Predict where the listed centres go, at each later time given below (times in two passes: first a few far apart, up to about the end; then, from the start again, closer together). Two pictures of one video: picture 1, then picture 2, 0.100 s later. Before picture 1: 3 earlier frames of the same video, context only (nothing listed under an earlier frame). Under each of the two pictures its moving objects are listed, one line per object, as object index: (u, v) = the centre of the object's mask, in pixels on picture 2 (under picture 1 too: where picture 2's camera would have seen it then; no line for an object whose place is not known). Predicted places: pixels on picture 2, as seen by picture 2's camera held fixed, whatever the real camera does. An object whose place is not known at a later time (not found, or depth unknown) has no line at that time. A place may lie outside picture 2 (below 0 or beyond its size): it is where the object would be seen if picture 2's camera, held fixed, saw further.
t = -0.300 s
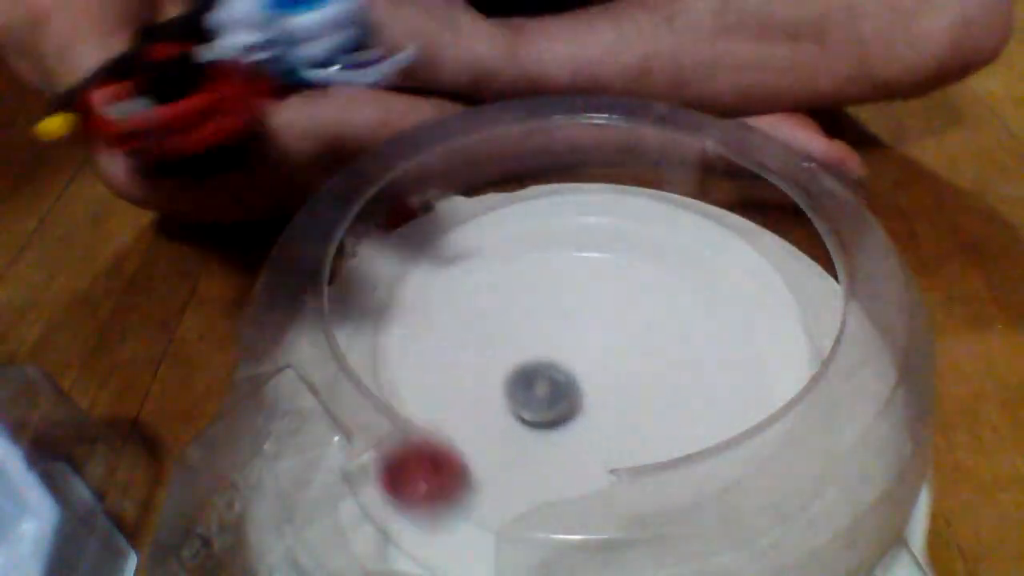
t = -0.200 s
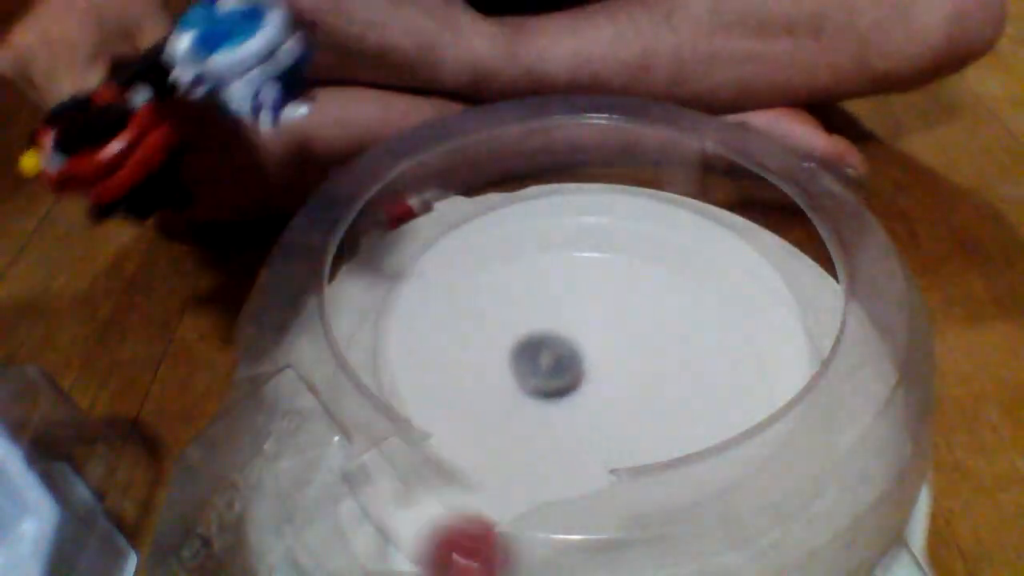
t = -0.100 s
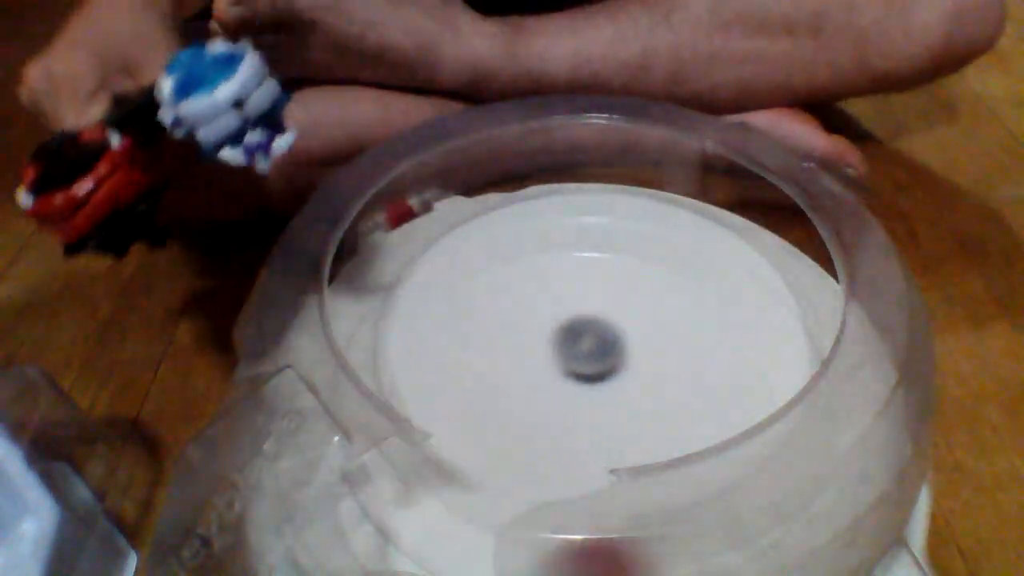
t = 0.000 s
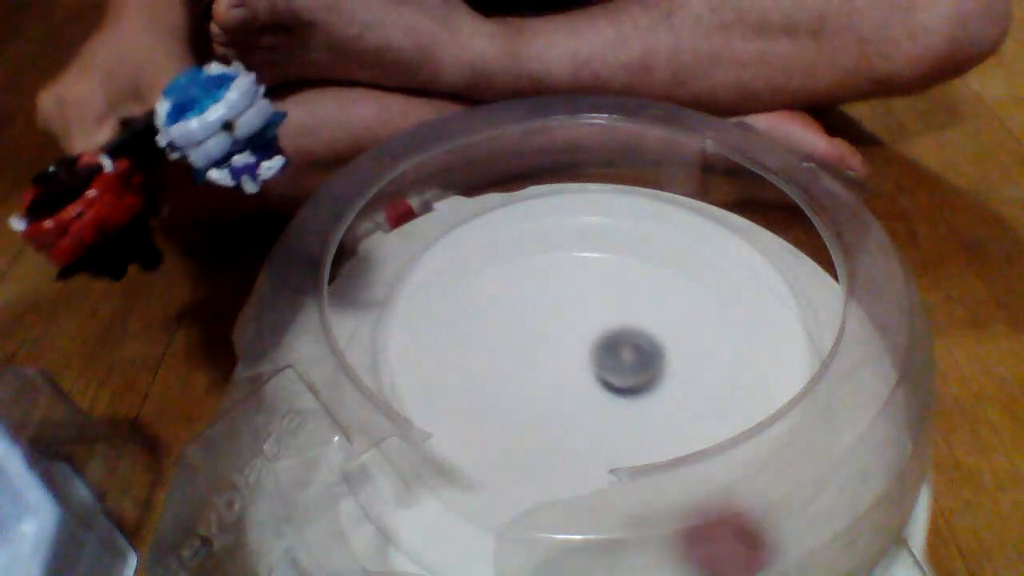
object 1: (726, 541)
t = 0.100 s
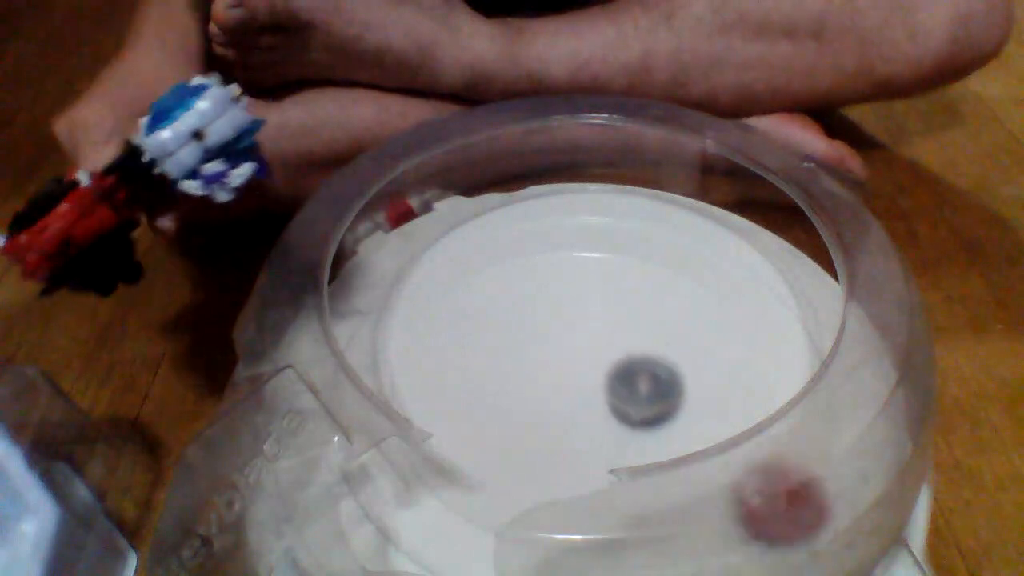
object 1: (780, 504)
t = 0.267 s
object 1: (786, 454)
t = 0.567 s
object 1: (734, 343)
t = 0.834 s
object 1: (489, 259)
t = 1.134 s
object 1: (355, 457)
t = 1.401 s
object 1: (455, 541)
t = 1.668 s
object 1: (536, 548)
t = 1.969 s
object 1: (617, 544)
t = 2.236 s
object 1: (668, 532)
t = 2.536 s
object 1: (706, 496)
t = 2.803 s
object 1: (727, 337)
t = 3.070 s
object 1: (502, 279)
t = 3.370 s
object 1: (385, 357)
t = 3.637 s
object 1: (468, 443)
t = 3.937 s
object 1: (711, 340)
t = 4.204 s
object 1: (567, 237)
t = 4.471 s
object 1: (455, 378)
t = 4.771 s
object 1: (735, 446)
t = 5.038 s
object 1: (785, 336)
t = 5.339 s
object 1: (759, 322)
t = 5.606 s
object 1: (598, 294)
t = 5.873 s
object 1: (469, 434)
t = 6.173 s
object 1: (482, 527)
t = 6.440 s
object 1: (431, 517)
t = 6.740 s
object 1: (423, 475)
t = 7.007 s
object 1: (557, 434)
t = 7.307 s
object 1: (706, 404)
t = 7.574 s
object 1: (739, 377)
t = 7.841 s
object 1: (643, 379)
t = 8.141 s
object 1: (543, 358)
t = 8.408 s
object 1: (526, 364)
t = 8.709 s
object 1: (575, 378)
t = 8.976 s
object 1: (607, 370)
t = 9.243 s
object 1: (595, 380)
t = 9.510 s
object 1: (577, 392)
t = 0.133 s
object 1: (786, 492)
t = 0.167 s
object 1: (787, 482)
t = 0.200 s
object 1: (787, 471)
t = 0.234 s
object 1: (785, 463)
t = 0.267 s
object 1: (786, 454)
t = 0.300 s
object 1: (782, 445)
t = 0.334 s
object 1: (780, 437)
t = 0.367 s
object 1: (777, 428)
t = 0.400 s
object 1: (774, 421)
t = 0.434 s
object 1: (770, 412)
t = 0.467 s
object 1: (766, 400)
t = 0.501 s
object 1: (758, 386)
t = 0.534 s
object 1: (749, 367)
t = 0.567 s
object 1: (734, 343)
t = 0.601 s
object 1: (716, 319)
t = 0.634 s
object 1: (692, 296)
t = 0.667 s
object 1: (663, 277)
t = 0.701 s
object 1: (632, 264)
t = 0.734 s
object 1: (596, 254)
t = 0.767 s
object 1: (559, 250)
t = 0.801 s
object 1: (523, 253)
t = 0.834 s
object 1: (489, 259)
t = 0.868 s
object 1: (457, 274)
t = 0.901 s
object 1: (425, 300)
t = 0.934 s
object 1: (401, 327)
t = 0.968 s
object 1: (383, 351)
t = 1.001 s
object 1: (362, 377)
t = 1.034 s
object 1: (350, 397)
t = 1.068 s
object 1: (341, 413)
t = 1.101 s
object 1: (340, 433)
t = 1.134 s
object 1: (355, 457)
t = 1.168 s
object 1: (376, 483)
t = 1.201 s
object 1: (389, 501)
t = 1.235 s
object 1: (404, 516)
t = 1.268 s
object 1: (416, 527)
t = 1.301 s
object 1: (427, 534)
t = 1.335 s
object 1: (437, 538)
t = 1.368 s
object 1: (447, 540)
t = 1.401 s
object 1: (455, 541)
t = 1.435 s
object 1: (468, 543)
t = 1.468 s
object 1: (477, 544)
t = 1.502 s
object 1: (487, 545)
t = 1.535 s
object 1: (498, 546)
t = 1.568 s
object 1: (507, 547)
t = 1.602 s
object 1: (517, 547)
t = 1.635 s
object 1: (528, 548)
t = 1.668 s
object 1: (536, 548)
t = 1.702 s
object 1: (545, 547)
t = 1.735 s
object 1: (556, 548)
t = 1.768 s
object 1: (565, 547)
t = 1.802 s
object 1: (574, 547)
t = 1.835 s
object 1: (583, 546)
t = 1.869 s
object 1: (592, 545)
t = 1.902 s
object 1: (600, 545)
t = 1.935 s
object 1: (608, 544)
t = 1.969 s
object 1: (617, 544)
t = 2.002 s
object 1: (624, 543)
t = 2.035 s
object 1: (632, 543)
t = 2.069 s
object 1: (638, 541)
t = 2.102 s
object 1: (645, 540)
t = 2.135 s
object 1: (651, 538)
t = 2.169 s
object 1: (658, 536)
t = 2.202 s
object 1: (663, 534)
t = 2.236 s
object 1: (668, 532)
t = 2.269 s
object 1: (673, 529)
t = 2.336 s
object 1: (683, 521)
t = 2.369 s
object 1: (688, 517)
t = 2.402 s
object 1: (692, 514)
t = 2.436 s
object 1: (696, 509)
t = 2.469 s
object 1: (699, 506)
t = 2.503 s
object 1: (703, 502)
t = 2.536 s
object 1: (706, 496)
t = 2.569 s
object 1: (714, 483)
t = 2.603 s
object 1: (722, 465)
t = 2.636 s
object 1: (729, 442)
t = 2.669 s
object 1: (730, 414)
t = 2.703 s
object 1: (740, 396)
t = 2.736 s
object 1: (743, 378)
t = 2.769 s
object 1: (738, 357)
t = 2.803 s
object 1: (727, 337)
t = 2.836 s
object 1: (710, 319)
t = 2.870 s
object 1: (688, 302)
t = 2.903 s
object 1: (660, 290)
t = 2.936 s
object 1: (629, 282)
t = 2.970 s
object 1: (596, 280)
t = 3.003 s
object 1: (562, 282)
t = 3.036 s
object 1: (530, 285)
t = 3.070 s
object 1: (502, 279)
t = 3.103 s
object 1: (477, 277)
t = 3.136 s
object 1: (455, 281)
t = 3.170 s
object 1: (434, 292)
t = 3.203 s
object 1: (416, 309)
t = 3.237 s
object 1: (403, 323)
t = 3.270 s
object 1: (393, 335)
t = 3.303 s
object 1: (389, 346)
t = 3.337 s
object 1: (386, 353)
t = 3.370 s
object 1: (385, 357)
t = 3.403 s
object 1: (385, 359)
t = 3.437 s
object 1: (387, 361)
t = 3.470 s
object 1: (392, 366)
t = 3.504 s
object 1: (399, 373)
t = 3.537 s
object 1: (408, 385)
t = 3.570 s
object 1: (425, 402)
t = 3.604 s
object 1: (443, 424)
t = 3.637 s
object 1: (468, 443)
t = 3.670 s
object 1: (504, 458)
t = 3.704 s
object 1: (544, 466)
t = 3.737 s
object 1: (583, 463)
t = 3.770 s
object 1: (624, 456)
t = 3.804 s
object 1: (657, 435)
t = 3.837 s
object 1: (685, 416)
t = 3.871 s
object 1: (702, 392)
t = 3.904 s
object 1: (710, 366)
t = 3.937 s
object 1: (711, 340)
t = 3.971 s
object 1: (706, 314)
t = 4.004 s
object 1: (695, 293)
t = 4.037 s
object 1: (680, 273)
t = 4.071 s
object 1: (660, 258)
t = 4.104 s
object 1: (637, 247)
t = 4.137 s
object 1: (611, 240)
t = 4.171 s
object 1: (588, 237)
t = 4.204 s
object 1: (567, 237)
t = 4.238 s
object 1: (547, 241)
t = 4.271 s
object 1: (525, 250)
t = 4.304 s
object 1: (504, 262)
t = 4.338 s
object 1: (484, 278)
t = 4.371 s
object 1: (468, 299)
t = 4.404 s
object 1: (456, 323)
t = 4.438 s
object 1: (452, 349)
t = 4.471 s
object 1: (455, 378)
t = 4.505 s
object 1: (467, 408)
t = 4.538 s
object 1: (489, 436)
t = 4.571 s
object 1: (519, 457)
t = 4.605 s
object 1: (554, 470)
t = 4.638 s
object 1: (595, 481)
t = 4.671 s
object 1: (634, 481)
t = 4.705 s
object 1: (673, 473)
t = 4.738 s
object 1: (707, 460)
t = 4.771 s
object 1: (735, 446)
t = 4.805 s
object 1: (755, 422)
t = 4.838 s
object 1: (760, 395)
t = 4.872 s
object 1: (772, 378)
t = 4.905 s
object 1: (779, 363)
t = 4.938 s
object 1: (783, 352)
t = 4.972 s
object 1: (785, 344)
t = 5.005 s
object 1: (785, 339)
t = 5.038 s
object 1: (785, 336)
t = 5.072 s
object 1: (783, 333)
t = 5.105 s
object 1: (782, 332)
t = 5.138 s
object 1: (779, 330)
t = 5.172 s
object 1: (777, 328)
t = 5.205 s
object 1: (774, 327)
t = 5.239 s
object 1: (771, 325)
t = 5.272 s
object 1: (767, 324)
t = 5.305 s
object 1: (763, 323)
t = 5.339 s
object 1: (759, 322)
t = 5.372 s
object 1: (753, 320)
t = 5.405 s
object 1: (743, 317)
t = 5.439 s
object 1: (726, 313)
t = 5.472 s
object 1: (706, 306)
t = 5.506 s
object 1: (683, 299)
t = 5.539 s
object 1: (656, 293)
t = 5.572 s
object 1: (627, 292)
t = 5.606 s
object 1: (598, 294)
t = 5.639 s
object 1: (567, 300)
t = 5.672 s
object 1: (541, 310)
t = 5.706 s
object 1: (516, 324)
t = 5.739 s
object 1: (495, 342)
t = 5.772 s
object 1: (479, 363)
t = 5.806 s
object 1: (469, 387)
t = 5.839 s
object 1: (467, 409)
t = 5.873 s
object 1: (469, 434)
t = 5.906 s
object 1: (481, 457)
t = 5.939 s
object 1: (493, 476)
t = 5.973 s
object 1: (490, 490)
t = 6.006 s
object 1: (489, 498)
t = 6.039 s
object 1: (496, 509)
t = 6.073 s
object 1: (497, 515)
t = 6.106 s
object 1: (494, 521)
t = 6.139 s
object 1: (489, 525)
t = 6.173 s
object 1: (482, 527)
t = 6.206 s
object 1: (473, 528)
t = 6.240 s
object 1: (465, 529)
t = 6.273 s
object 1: (457, 528)
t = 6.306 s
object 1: (451, 526)
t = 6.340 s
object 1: (445, 525)
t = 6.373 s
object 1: (439, 522)
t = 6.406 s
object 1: (435, 519)
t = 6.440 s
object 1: (431, 517)
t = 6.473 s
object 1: (427, 514)
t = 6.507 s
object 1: (423, 510)
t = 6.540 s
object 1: (421, 505)
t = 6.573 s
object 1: (420, 501)
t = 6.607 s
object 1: (419, 495)
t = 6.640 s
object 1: (419, 490)
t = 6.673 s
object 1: (420, 485)
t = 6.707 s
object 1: (421, 480)
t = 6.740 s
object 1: (423, 475)
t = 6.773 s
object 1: (425, 469)
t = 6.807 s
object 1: (429, 462)
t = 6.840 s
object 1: (439, 458)
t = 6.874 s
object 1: (458, 455)
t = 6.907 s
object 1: (480, 453)
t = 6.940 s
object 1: (507, 448)
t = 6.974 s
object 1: (532, 442)
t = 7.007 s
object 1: (557, 434)
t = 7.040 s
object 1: (580, 422)
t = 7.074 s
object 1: (599, 409)
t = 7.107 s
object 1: (613, 393)
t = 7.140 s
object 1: (626, 386)
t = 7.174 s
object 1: (648, 402)
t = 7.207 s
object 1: (664, 410)
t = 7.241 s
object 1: (678, 413)
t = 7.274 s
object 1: (692, 409)
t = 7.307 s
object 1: (706, 404)
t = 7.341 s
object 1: (722, 398)
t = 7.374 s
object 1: (734, 393)
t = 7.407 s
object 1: (742, 389)
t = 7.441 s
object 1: (746, 386)
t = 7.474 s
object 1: (747, 382)
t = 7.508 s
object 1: (746, 380)
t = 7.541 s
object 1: (743, 378)
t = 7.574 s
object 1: (739, 377)
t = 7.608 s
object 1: (733, 376)
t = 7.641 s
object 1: (725, 376)
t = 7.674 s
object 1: (716, 375)
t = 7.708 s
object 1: (706, 376)
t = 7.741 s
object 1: (695, 376)
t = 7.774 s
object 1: (680, 376)
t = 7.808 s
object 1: (663, 378)
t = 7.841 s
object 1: (643, 379)
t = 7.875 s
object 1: (622, 380)
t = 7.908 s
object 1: (601, 383)
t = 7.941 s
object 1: (582, 386)
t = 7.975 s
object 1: (567, 387)
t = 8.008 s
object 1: (567, 378)
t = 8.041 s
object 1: (565, 371)
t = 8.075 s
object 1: (559, 365)
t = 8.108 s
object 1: (551, 361)
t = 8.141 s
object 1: (543, 358)
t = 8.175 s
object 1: (536, 356)
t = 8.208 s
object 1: (530, 355)
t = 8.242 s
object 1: (526, 356)
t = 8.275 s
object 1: (524, 357)
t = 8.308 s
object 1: (523, 359)
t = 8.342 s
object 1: (523, 360)
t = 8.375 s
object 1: (524, 362)
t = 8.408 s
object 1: (526, 364)
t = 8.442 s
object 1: (529, 367)
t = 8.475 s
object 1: (532, 369)
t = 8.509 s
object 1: (536, 371)
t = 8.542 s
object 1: (541, 373)
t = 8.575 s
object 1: (546, 375)
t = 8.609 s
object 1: (552, 376)
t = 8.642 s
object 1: (560, 377)
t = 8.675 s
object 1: (567, 378)
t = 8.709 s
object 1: (575, 378)
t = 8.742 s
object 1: (584, 377)
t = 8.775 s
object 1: (591, 376)
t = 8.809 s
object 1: (595, 374)
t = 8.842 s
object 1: (599, 373)
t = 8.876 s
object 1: (602, 372)
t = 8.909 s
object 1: (604, 371)
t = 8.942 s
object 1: (606, 370)
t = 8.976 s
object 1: (607, 370)
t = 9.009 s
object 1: (608, 370)
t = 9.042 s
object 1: (606, 371)
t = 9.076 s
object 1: (603, 372)
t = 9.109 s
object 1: (601, 374)
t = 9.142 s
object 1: (599, 375)
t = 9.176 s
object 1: (598, 377)
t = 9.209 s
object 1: (596, 378)
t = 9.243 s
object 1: (595, 380)
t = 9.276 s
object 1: (593, 382)
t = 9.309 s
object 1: (591, 383)
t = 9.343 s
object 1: (588, 385)
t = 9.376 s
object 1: (586, 387)
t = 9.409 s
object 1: (583, 388)
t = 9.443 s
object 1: (581, 389)
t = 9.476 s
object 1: (579, 391)
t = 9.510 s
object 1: (577, 392)
